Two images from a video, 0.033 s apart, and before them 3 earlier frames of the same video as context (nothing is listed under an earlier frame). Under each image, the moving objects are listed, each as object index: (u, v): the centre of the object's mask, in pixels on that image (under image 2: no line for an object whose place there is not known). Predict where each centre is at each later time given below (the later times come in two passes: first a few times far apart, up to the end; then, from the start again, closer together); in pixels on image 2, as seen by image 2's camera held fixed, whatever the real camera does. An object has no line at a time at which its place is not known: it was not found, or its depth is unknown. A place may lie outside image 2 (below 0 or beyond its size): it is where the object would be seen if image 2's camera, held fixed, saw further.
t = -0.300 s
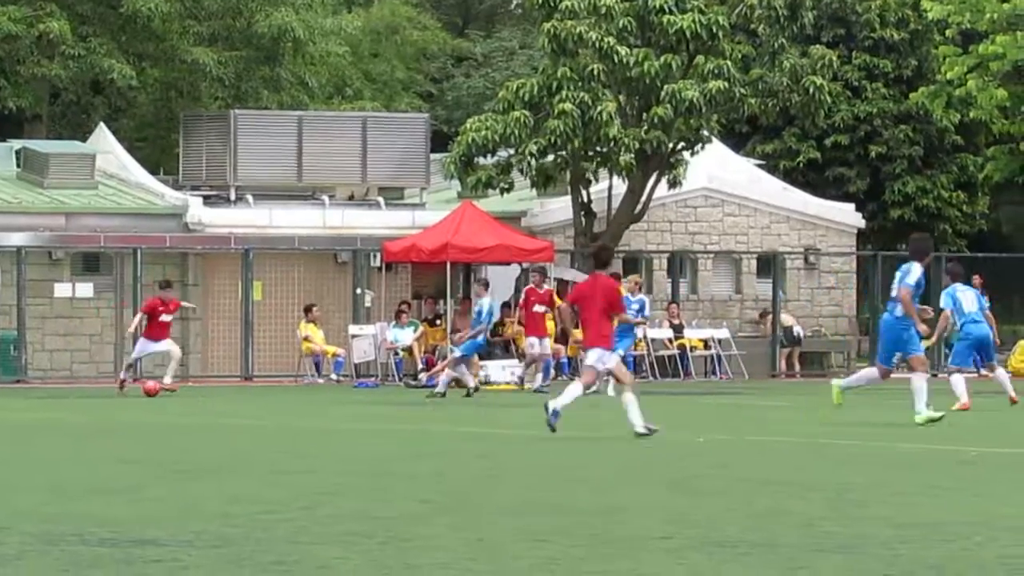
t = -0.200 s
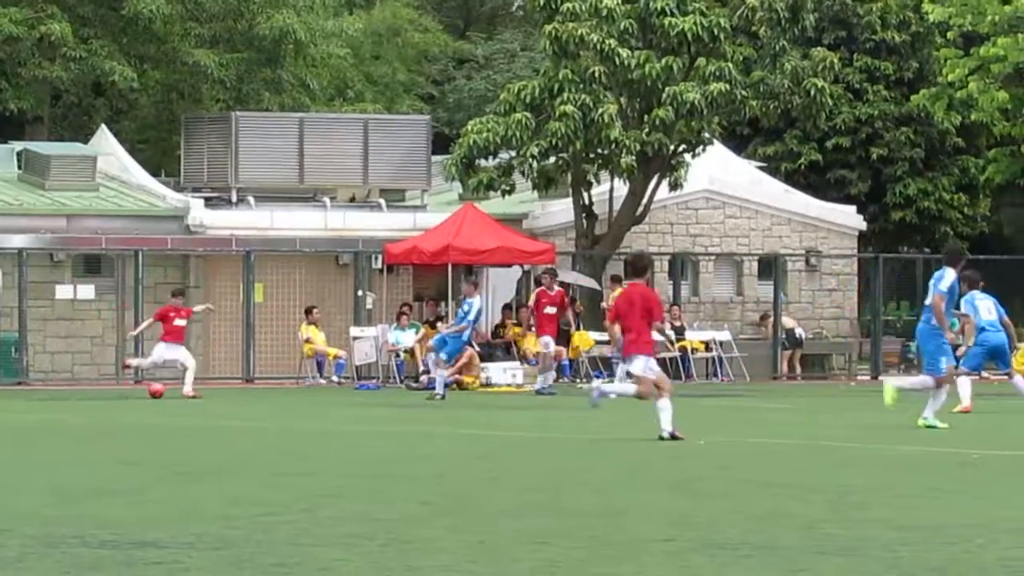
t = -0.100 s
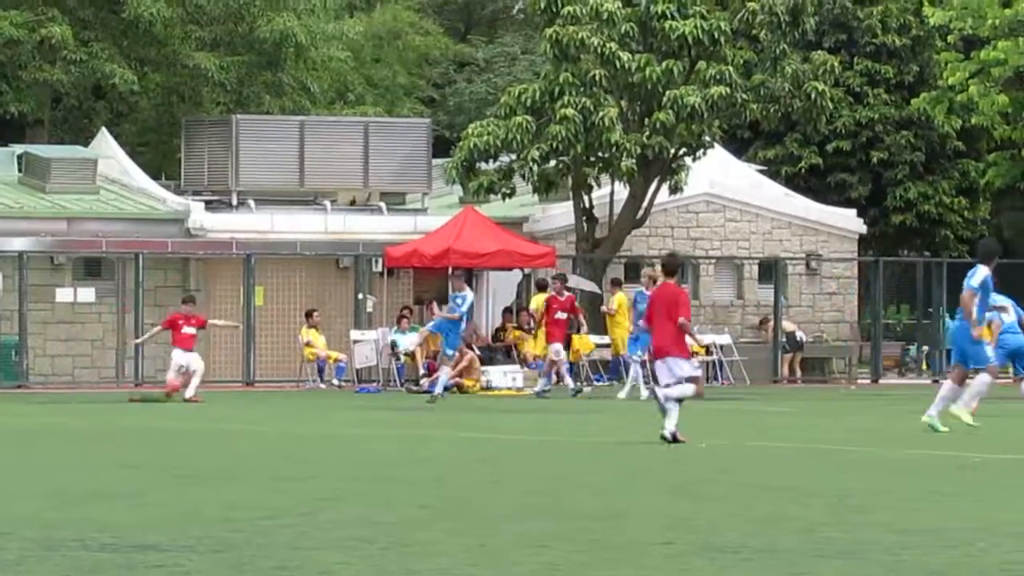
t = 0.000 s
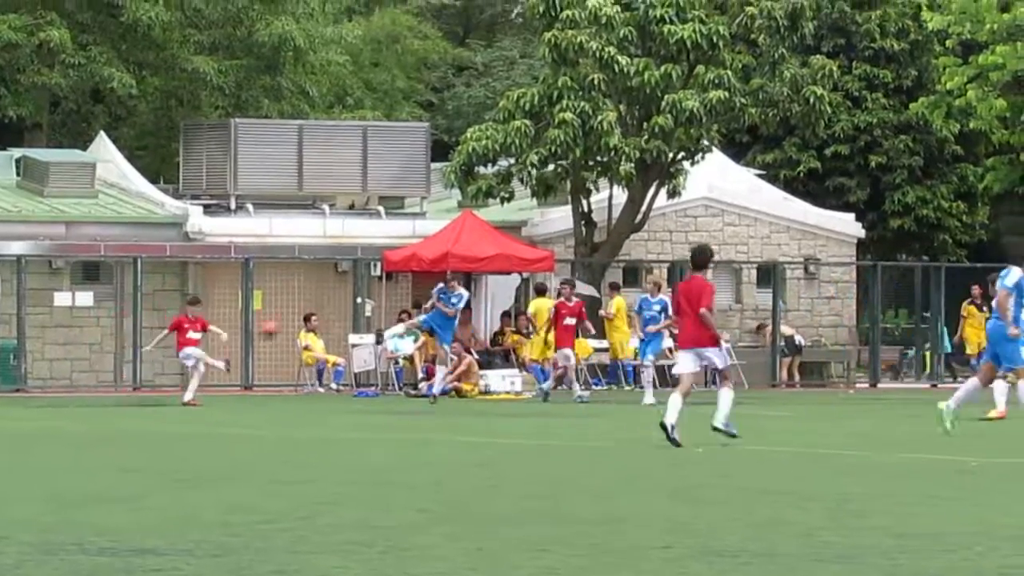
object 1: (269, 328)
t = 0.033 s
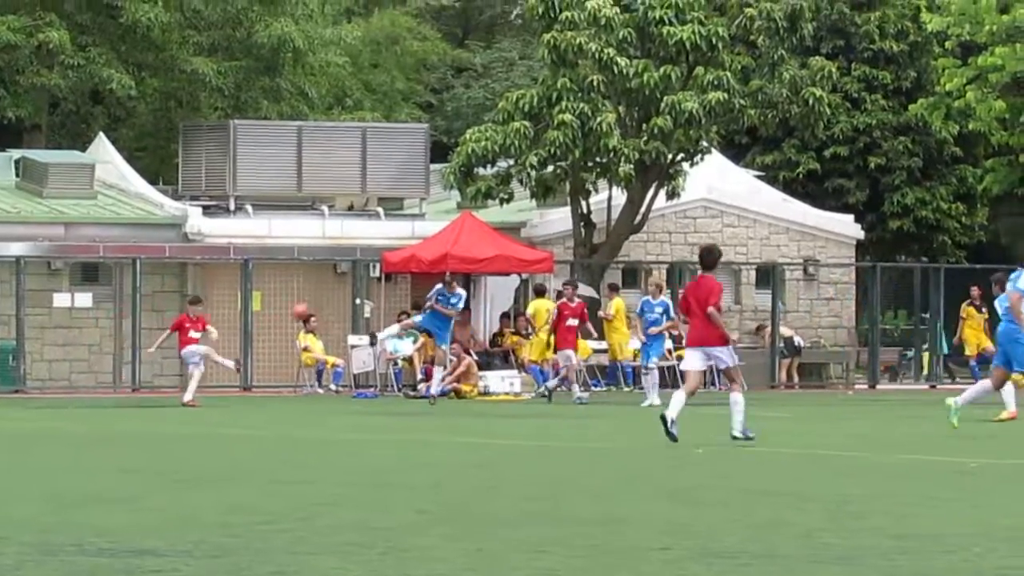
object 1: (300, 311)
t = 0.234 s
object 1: (490, 210)
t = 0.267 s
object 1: (523, 198)
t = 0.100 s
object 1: (365, 274)
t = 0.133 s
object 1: (393, 256)
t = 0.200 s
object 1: (459, 223)
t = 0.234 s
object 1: (490, 210)
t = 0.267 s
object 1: (523, 198)
